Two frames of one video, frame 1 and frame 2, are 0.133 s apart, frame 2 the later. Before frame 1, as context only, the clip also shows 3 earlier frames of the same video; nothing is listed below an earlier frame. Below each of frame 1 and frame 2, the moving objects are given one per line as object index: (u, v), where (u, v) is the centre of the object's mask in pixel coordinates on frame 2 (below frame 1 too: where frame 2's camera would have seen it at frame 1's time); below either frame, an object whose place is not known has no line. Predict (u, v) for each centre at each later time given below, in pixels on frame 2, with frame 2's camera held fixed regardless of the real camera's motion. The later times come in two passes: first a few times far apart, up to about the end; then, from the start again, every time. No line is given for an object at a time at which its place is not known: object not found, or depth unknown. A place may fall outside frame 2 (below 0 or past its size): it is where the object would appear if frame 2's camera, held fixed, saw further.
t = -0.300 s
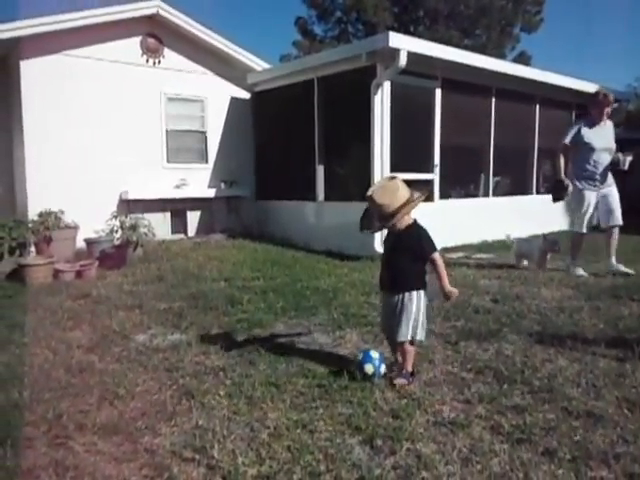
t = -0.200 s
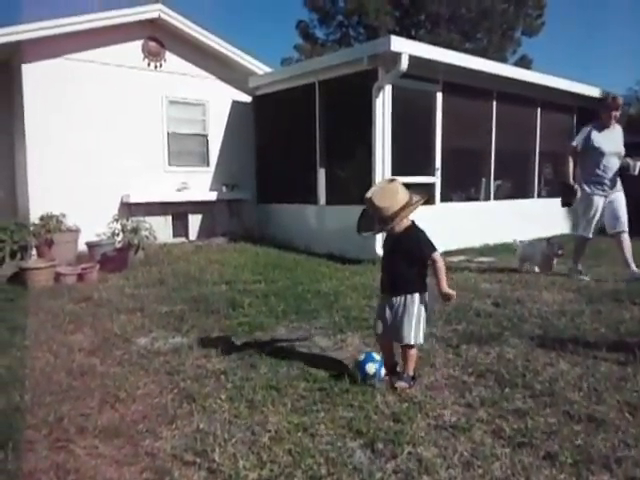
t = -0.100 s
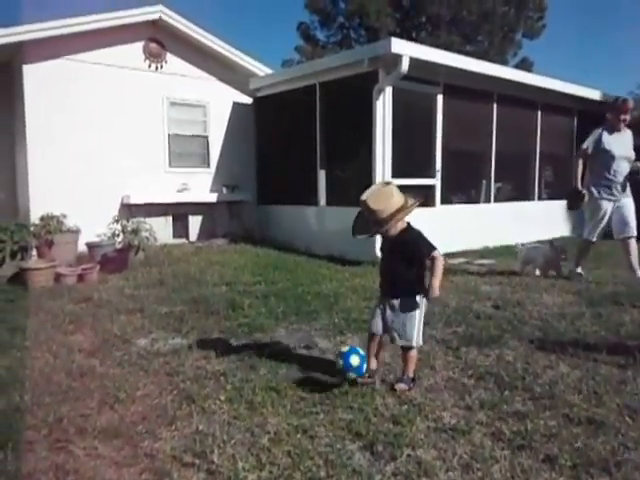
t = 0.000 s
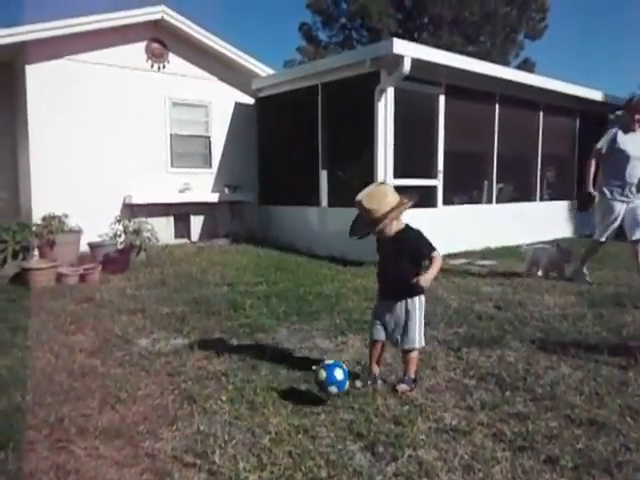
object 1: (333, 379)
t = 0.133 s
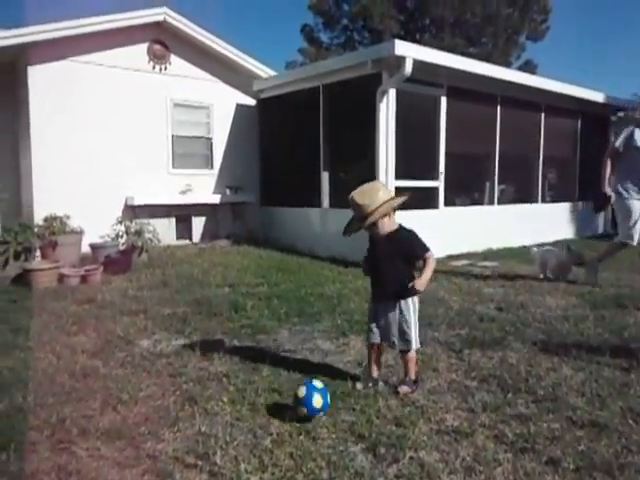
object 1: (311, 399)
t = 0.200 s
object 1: (303, 404)
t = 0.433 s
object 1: (273, 418)
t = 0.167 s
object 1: (308, 400)
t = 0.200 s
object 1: (303, 404)
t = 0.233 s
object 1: (300, 410)
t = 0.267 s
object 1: (295, 410)
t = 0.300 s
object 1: (290, 411)
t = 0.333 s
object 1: (286, 412)
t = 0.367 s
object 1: (282, 416)
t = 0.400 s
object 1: (277, 417)
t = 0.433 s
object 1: (273, 418)
